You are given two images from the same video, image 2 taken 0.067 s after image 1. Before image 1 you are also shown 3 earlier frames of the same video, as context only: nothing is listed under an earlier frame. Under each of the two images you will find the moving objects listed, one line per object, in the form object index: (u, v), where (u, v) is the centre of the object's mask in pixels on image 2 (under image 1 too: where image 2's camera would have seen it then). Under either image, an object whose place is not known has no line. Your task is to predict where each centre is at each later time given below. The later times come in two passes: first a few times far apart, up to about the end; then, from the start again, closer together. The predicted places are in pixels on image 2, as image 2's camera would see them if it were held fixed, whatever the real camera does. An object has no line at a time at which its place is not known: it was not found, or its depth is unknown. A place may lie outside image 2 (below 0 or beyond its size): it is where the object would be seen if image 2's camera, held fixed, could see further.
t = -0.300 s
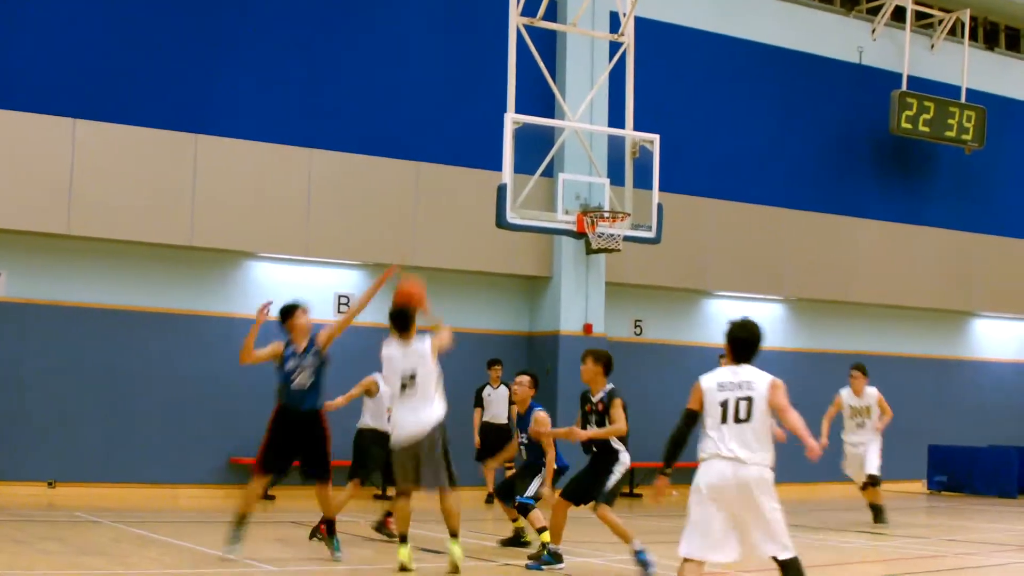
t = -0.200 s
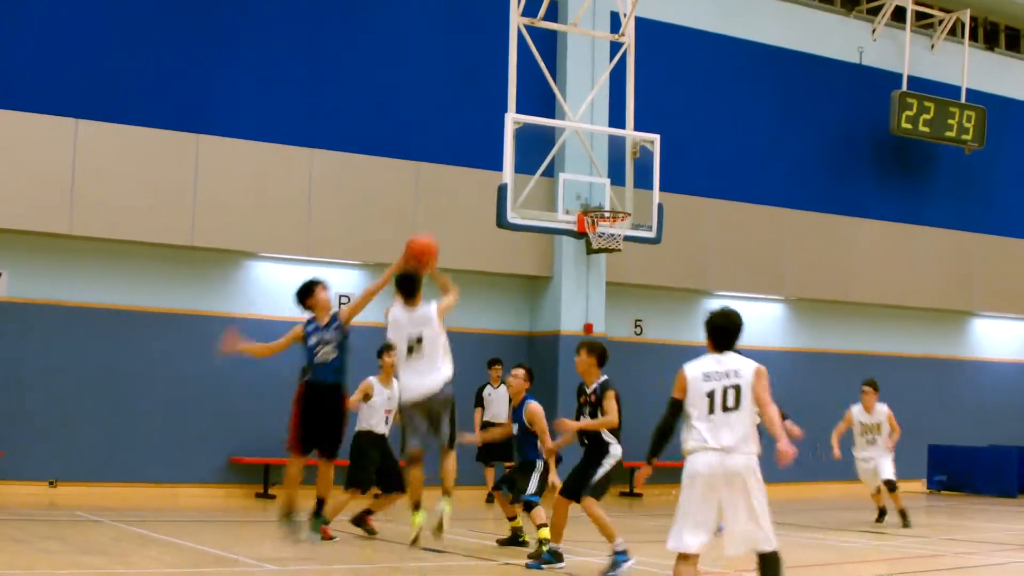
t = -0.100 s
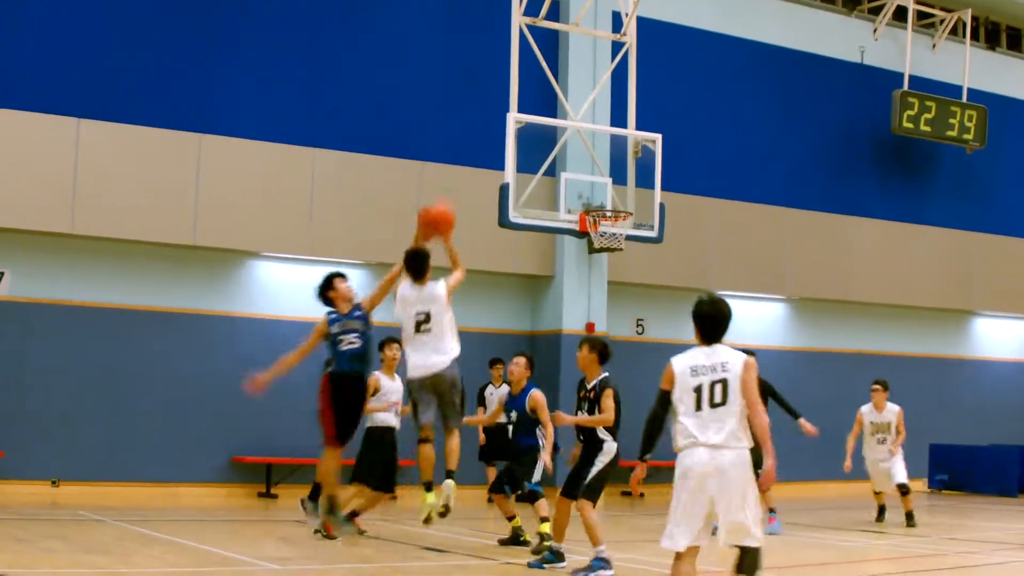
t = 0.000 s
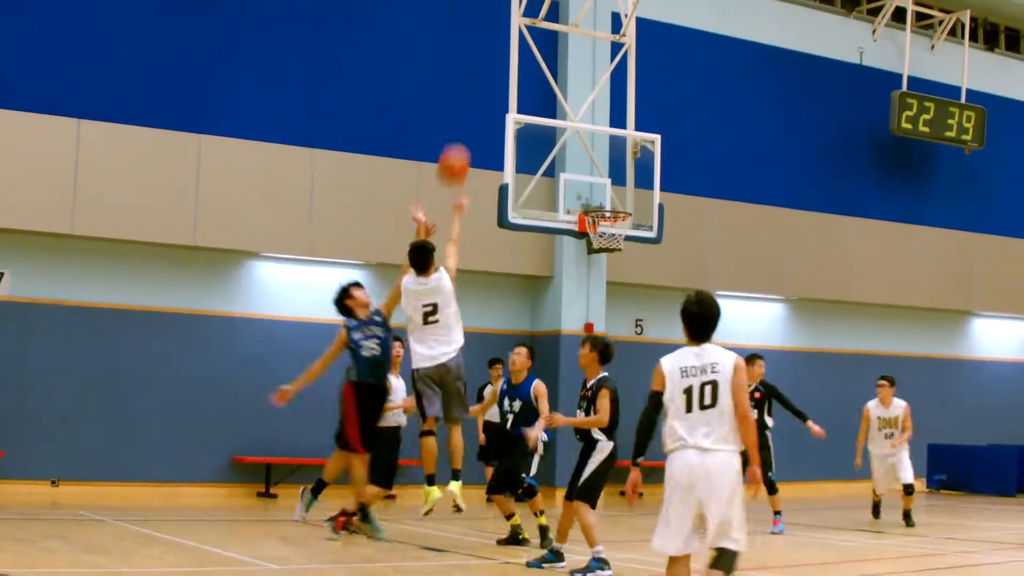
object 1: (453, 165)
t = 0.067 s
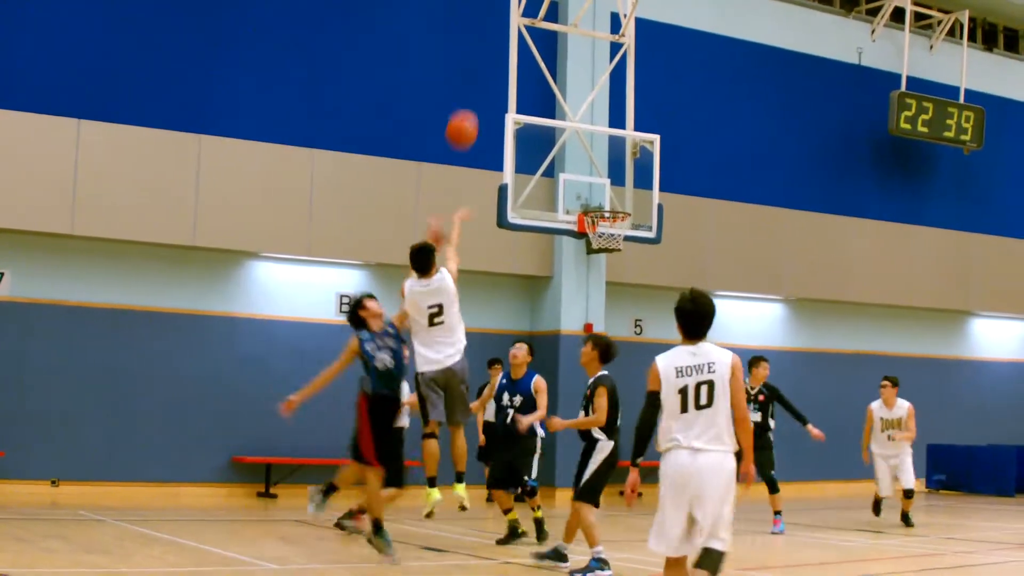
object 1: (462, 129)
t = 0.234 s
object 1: (482, 69)
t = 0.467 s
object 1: (504, 44)
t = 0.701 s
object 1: (523, 79)
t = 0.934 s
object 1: (536, 167)
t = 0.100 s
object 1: (466, 114)
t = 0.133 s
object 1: (470, 101)
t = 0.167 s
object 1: (474, 88)
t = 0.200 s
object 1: (478, 78)
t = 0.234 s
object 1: (482, 69)
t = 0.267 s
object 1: (486, 61)
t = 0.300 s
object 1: (490, 55)
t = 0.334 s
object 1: (493, 50)
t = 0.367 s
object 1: (496, 47)
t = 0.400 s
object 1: (499, 44)
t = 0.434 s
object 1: (502, 43)
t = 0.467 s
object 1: (504, 44)
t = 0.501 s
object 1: (507, 45)
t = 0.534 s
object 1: (510, 48)
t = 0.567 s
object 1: (513, 52)
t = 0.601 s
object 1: (516, 57)
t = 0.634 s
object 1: (519, 63)
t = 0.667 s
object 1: (521, 71)
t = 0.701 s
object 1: (523, 79)
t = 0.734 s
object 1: (526, 88)
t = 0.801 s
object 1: (530, 110)
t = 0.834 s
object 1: (532, 125)
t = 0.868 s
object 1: (534, 139)
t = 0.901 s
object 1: (535, 152)
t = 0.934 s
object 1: (536, 167)
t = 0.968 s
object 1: (539, 185)
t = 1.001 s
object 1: (541, 202)
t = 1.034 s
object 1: (542, 222)
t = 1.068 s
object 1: (543, 243)
